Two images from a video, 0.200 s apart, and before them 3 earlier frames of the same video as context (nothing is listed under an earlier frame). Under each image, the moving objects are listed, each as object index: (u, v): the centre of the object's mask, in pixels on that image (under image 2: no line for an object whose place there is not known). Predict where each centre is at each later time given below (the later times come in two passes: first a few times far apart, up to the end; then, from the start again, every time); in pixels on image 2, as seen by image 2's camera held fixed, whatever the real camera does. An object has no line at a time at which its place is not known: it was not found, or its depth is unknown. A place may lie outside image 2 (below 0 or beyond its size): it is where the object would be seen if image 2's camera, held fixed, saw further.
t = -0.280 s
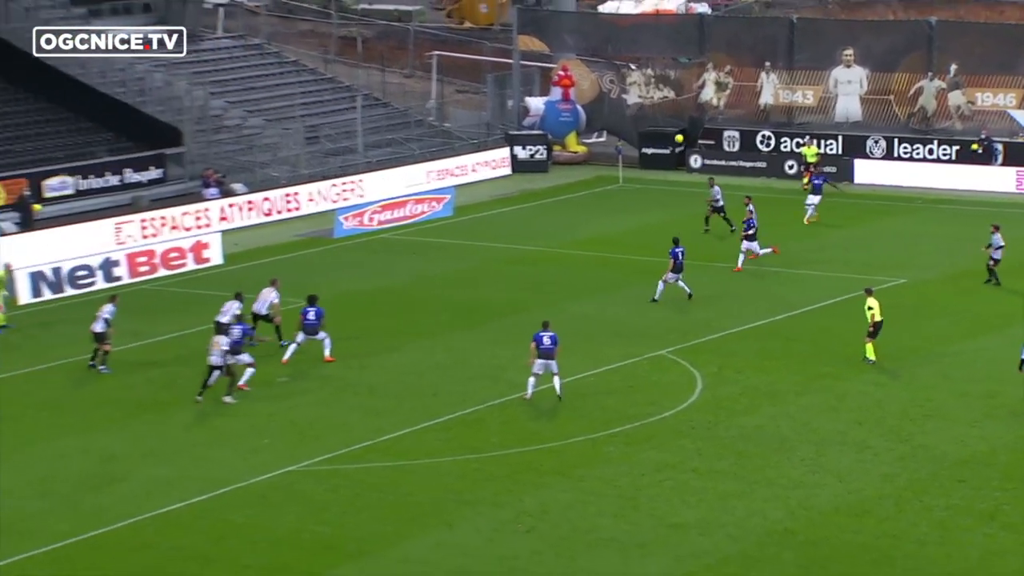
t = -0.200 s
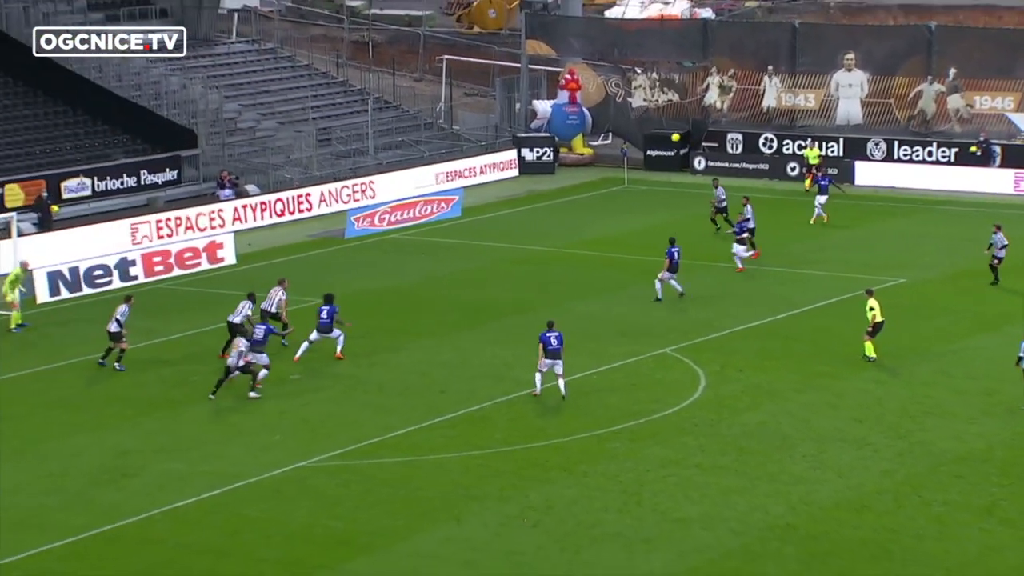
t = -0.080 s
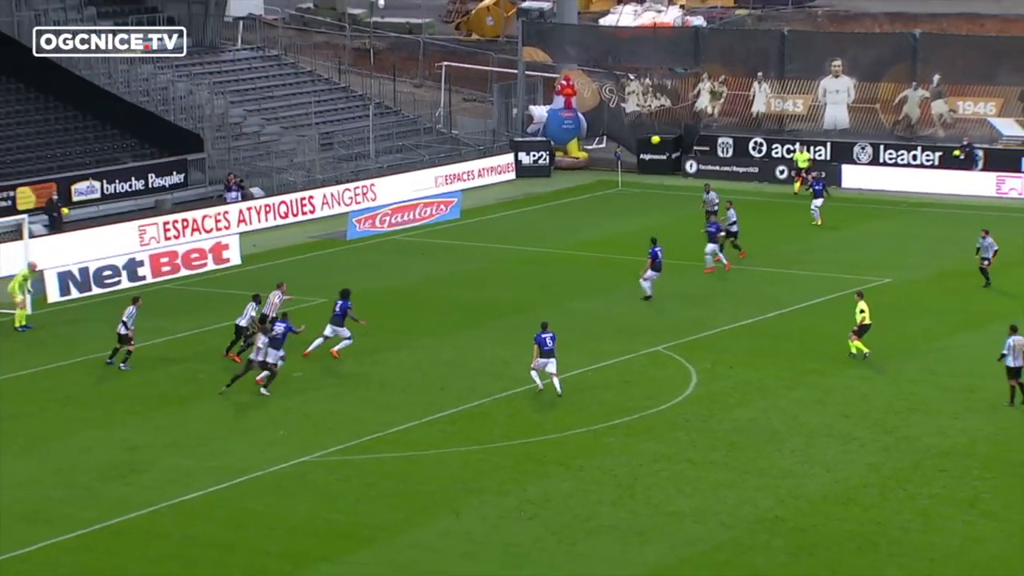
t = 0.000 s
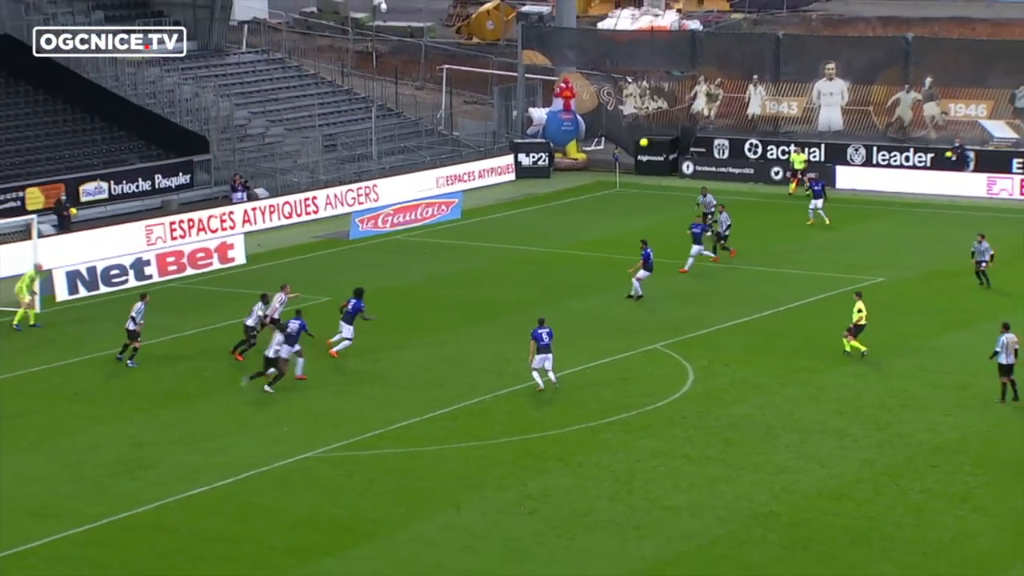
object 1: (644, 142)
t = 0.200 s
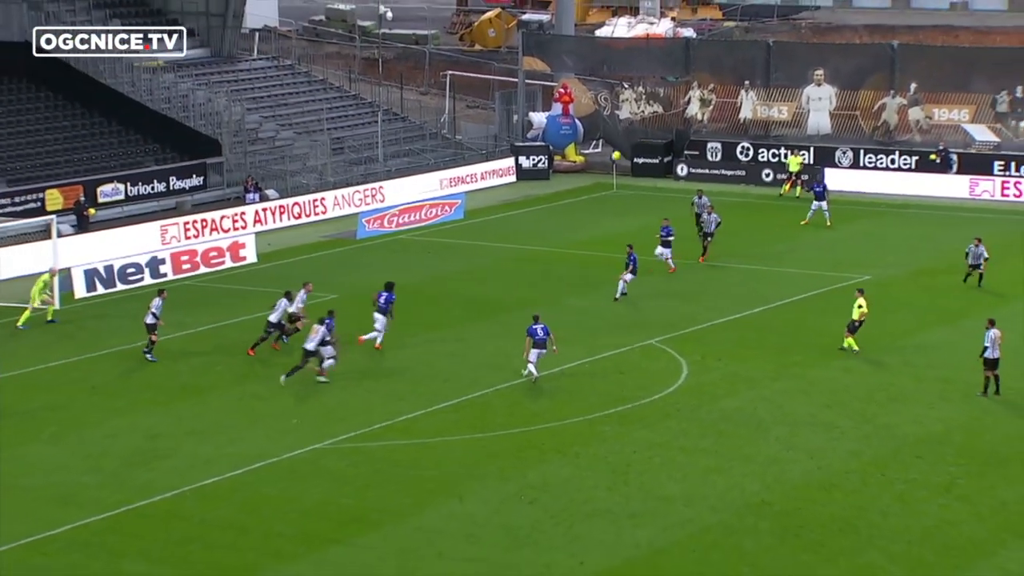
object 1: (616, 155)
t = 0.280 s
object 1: (604, 163)
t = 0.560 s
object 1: (564, 204)
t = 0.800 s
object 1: (526, 259)
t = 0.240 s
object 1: (610, 158)
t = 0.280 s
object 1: (604, 163)
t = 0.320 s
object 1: (599, 168)
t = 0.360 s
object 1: (593, 173)
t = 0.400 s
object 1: (587, 178)
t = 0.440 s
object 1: (581, 183)
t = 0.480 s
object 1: (575, 190)
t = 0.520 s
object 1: (570, 196)
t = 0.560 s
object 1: (564, 204)
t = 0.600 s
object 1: (558, 211)
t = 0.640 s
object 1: (552, 220)
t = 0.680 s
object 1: (546, 229)
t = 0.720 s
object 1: (540, 238)
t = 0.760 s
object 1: (533, 249)
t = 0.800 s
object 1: (526, 259)
